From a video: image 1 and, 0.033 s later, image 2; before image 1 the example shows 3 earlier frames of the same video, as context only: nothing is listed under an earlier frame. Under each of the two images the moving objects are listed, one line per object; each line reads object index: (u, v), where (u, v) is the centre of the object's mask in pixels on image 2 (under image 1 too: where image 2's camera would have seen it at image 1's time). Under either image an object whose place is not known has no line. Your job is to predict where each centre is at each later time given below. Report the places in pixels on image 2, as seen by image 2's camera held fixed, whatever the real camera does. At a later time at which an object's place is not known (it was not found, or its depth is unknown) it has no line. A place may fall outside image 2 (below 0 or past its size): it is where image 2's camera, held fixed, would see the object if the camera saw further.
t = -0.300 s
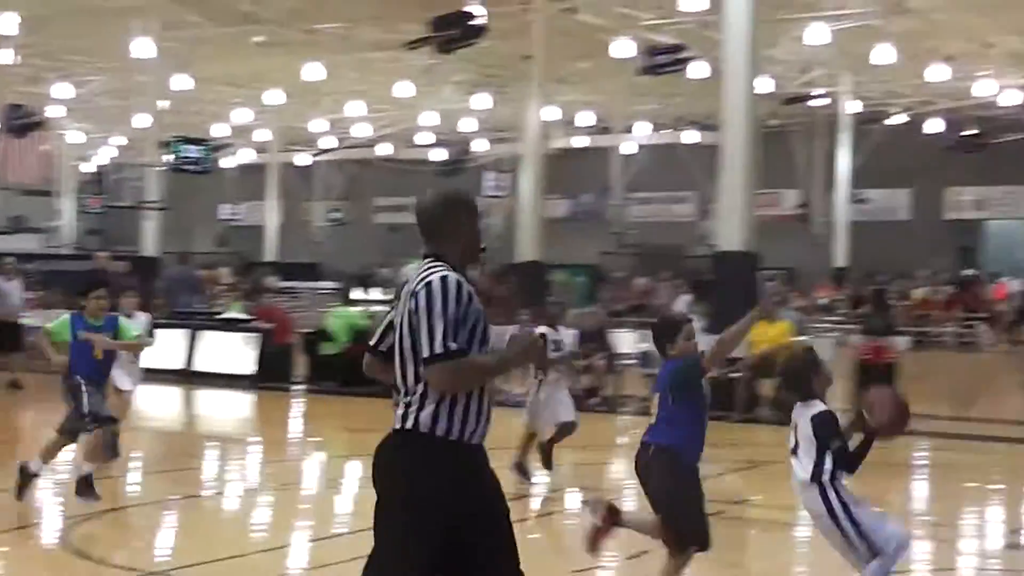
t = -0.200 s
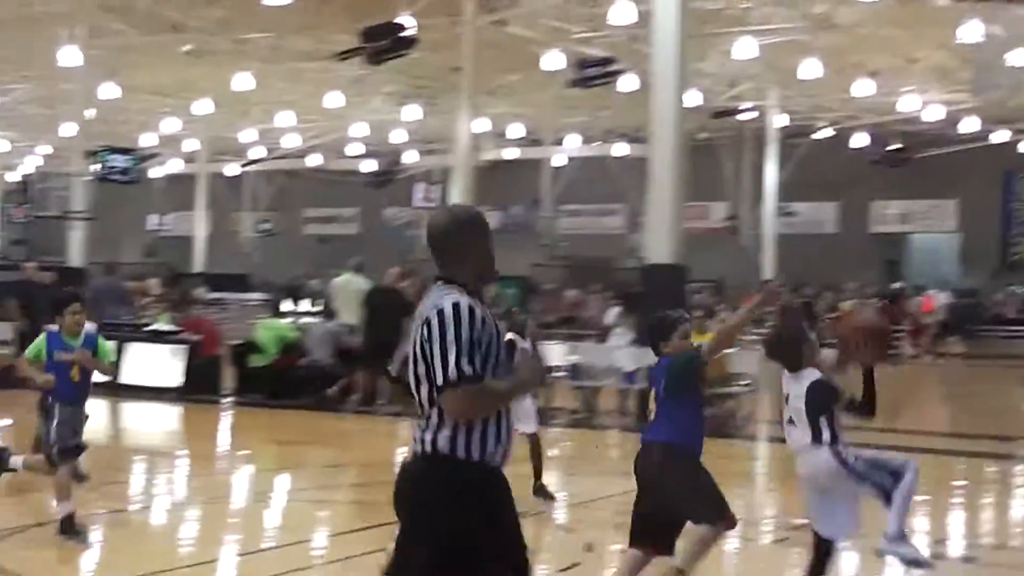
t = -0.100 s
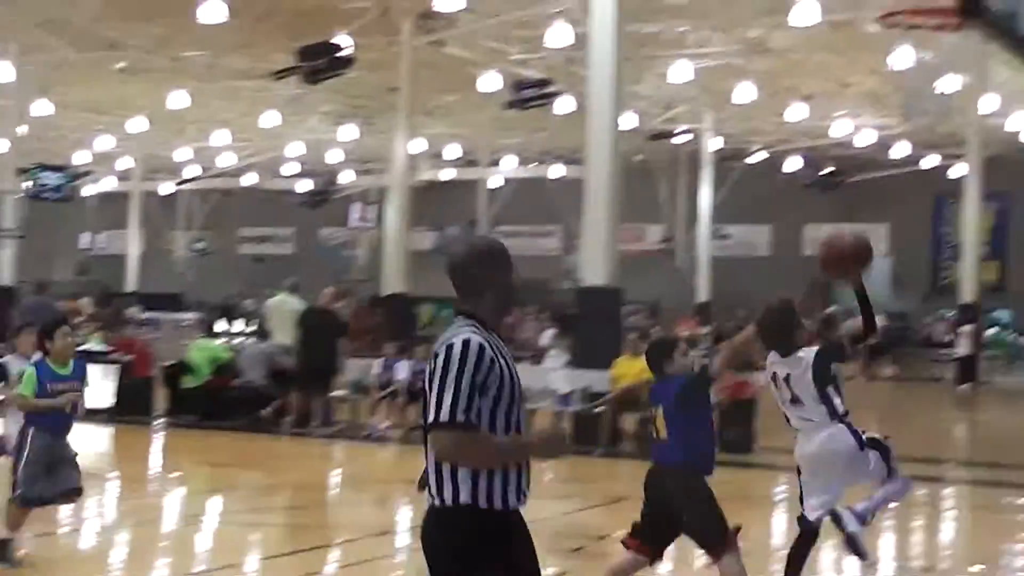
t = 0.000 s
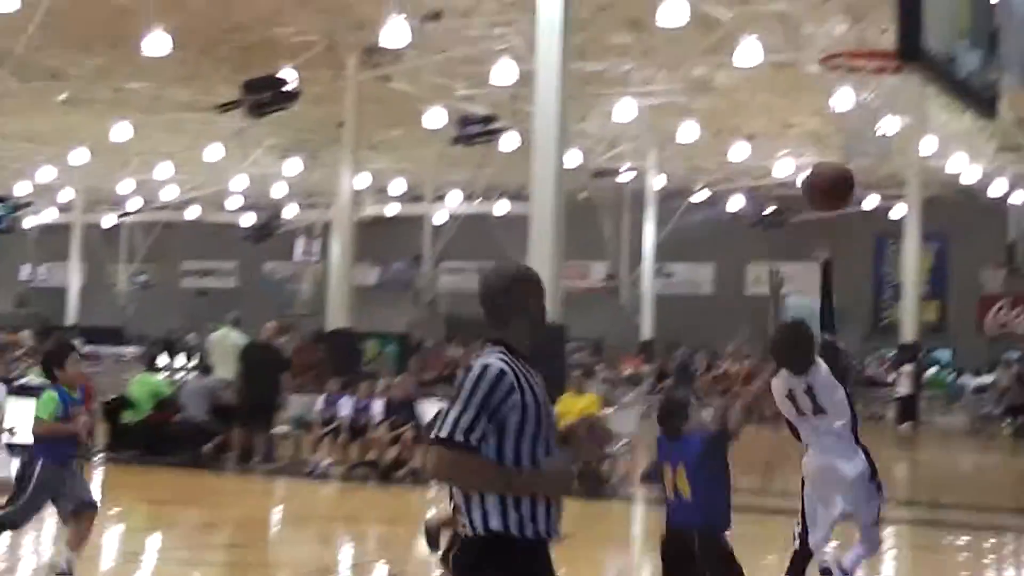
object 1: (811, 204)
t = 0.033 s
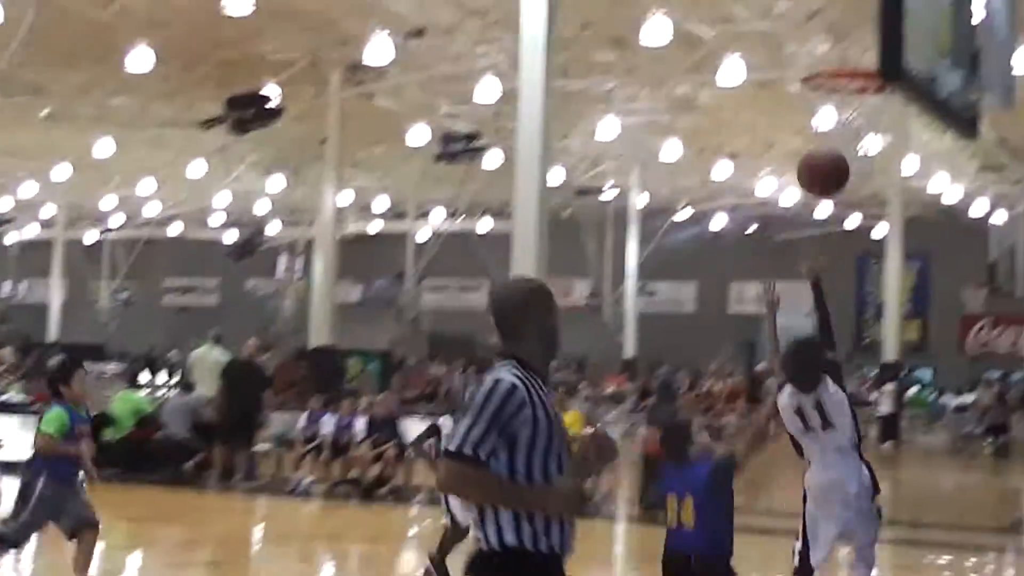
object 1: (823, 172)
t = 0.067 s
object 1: (837, 144)
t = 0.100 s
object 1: (852, 119)
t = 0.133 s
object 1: (865, 95)
